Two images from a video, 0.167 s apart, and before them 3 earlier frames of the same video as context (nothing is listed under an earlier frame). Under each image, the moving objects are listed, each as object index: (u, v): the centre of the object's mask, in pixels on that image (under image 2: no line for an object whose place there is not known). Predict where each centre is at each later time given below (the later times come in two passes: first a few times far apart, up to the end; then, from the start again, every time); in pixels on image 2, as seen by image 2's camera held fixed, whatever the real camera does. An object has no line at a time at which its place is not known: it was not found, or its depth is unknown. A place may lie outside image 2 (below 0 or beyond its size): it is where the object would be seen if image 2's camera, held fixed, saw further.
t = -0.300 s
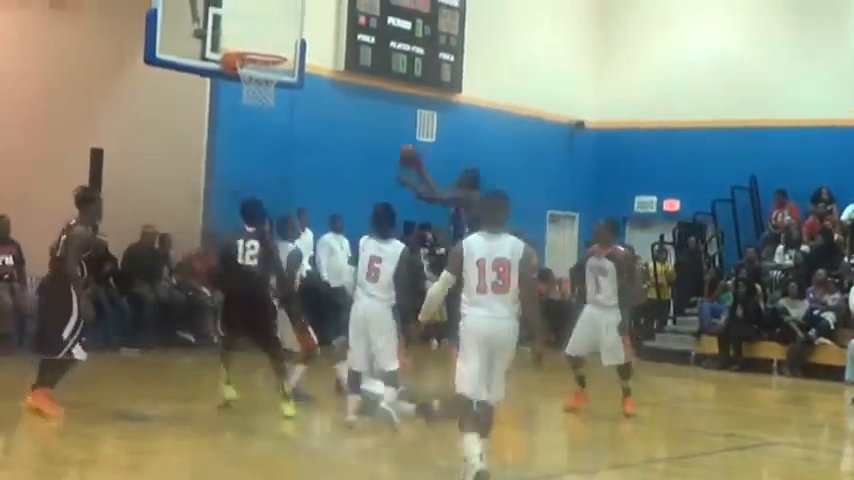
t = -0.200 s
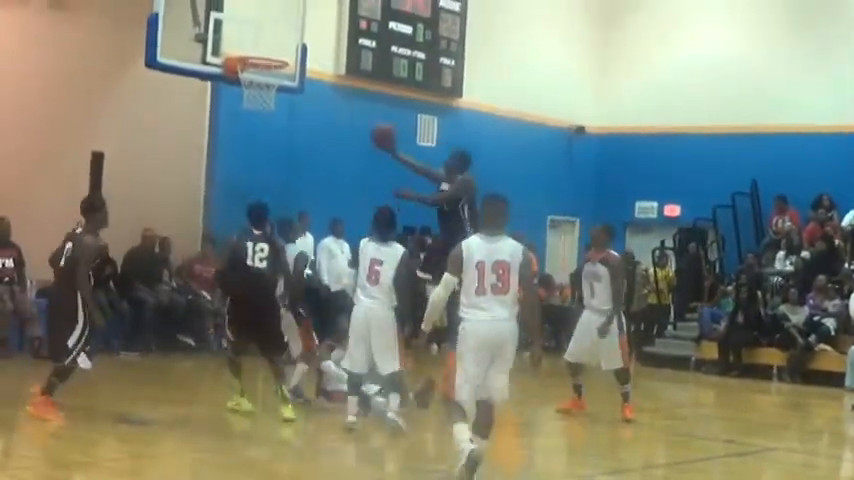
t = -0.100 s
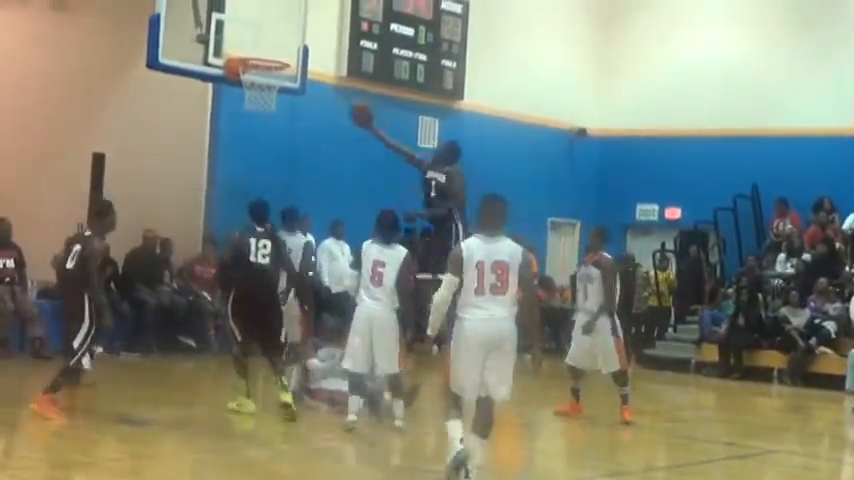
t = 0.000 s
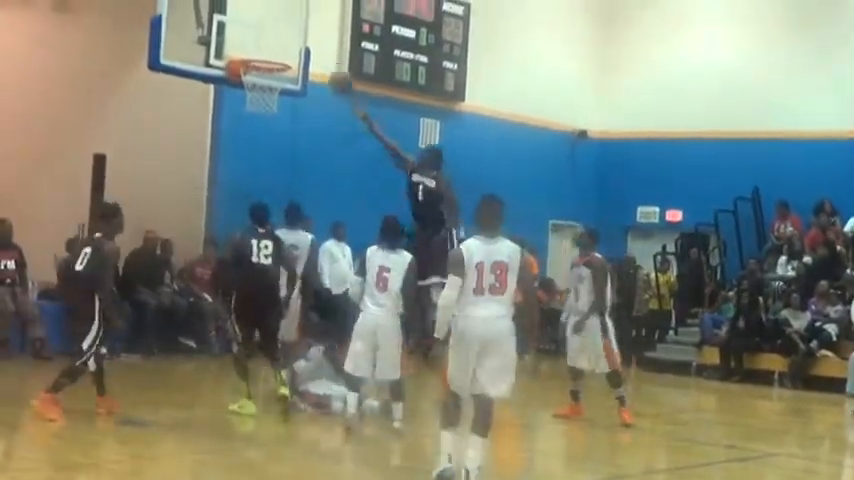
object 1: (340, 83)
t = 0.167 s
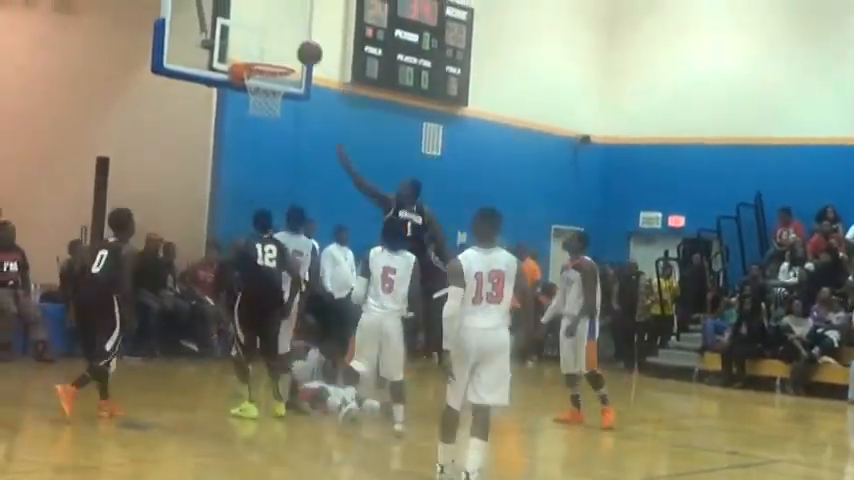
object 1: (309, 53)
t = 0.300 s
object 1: (280, 46)
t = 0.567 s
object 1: (257, 52)
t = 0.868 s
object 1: (283, 62)
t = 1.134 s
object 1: (264, 54)
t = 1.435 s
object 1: (256, 55)
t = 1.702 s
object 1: (282, 82)
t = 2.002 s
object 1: (265, 100)
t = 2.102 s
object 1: (254, 117)
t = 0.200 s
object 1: (302, 50)
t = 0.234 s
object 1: (295, 47)
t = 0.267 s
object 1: (287, 46)
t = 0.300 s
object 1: (280, 46)
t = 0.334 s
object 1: (272, 48)
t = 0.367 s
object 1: (264, 50)
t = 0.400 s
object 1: (260, 51)
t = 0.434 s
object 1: (259, 52)
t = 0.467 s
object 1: (257, 53)
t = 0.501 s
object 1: (257, 52)
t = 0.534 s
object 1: (257, 52)
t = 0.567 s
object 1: (257, 52)
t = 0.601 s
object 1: (257, 54)
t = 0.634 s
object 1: (256, 55)
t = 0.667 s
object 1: (260, 57)
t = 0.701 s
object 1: (266, 57)
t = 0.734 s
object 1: (270, 61)
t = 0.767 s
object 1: (275, 62)
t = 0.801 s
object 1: (280, 62)
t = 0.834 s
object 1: (283, 62)
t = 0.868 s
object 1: (283, 62)
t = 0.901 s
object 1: (283, 62)
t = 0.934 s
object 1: (281, 62)
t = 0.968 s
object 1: (279, 62)
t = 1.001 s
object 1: (277, 62)
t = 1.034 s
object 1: (273, 60)
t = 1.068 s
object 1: (270, 60)
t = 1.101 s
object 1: (266, 60)
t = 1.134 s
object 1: (264, 54)
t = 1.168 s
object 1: (261, 54)
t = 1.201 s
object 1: (259, 54)
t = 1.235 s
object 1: (257, 54)
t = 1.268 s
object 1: (255, 54)
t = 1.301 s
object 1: (254, 54)
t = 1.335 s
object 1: (253, 53)
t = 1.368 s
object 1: (253, 54)
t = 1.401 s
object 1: (254, 54)
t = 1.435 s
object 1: (256, 55)
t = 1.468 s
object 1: (259, 55)
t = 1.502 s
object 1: (262, 56)
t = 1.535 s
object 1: (267, 58)
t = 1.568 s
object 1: (272, 60)
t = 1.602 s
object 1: (275, 67)
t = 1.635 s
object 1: (278, 70)
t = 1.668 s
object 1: (280, 74)
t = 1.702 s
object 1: (282, 82)
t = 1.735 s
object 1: (283, 84)
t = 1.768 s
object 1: (282, 91)
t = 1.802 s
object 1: (280, 92)
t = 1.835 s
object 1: (278, 94)
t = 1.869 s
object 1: (276, 94)
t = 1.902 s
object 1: (275, 95)
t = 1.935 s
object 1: (272, 98)
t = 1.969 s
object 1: (269, 99)
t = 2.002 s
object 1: (265, 100)
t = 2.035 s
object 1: (265, 102)
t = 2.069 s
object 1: (261, 105)
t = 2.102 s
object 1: (254, 117)
